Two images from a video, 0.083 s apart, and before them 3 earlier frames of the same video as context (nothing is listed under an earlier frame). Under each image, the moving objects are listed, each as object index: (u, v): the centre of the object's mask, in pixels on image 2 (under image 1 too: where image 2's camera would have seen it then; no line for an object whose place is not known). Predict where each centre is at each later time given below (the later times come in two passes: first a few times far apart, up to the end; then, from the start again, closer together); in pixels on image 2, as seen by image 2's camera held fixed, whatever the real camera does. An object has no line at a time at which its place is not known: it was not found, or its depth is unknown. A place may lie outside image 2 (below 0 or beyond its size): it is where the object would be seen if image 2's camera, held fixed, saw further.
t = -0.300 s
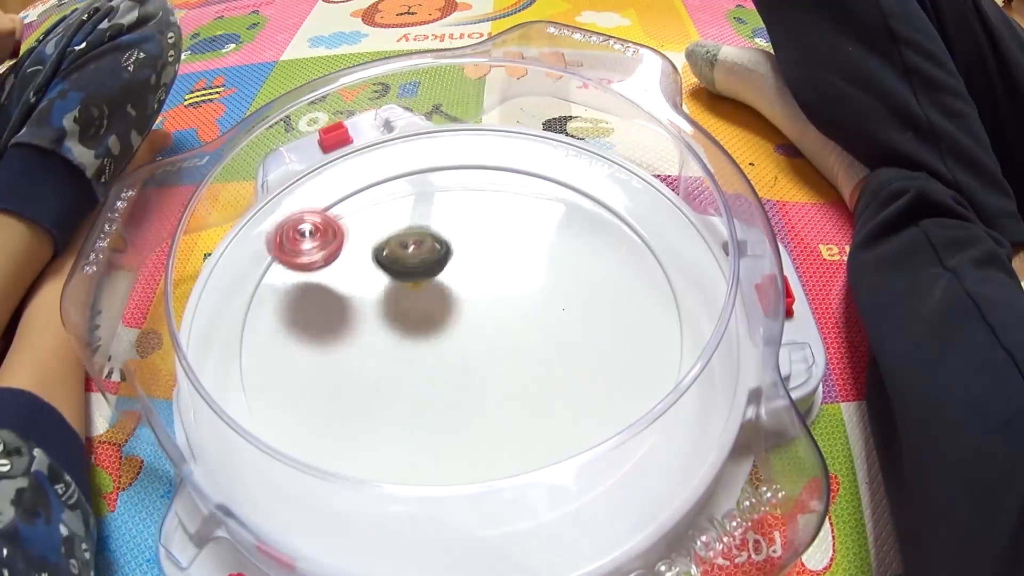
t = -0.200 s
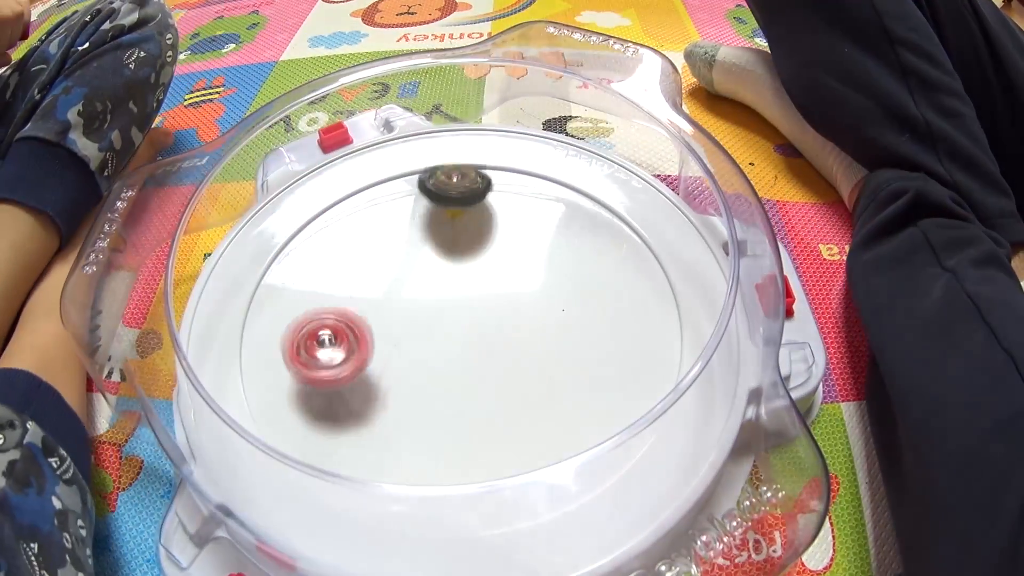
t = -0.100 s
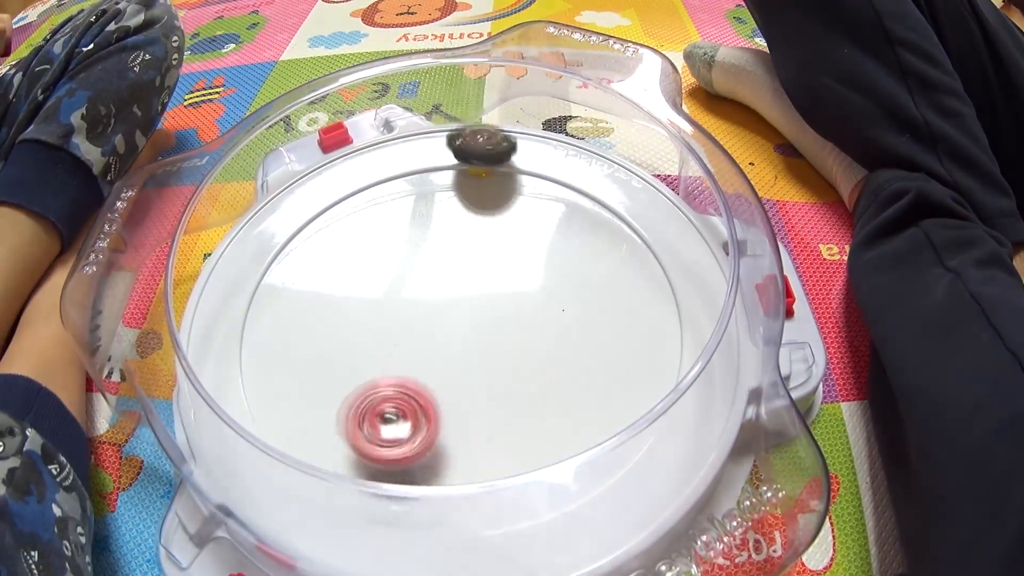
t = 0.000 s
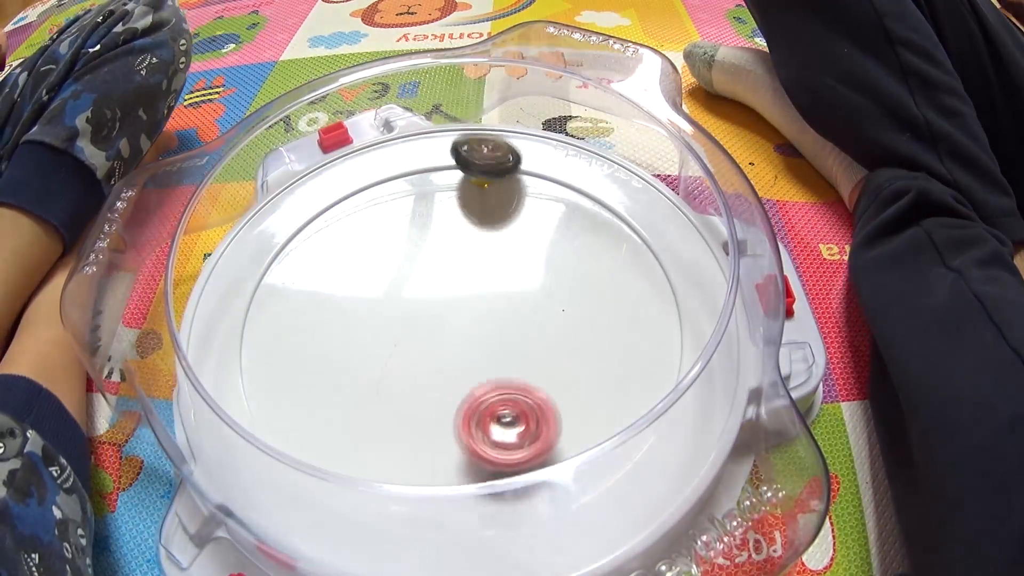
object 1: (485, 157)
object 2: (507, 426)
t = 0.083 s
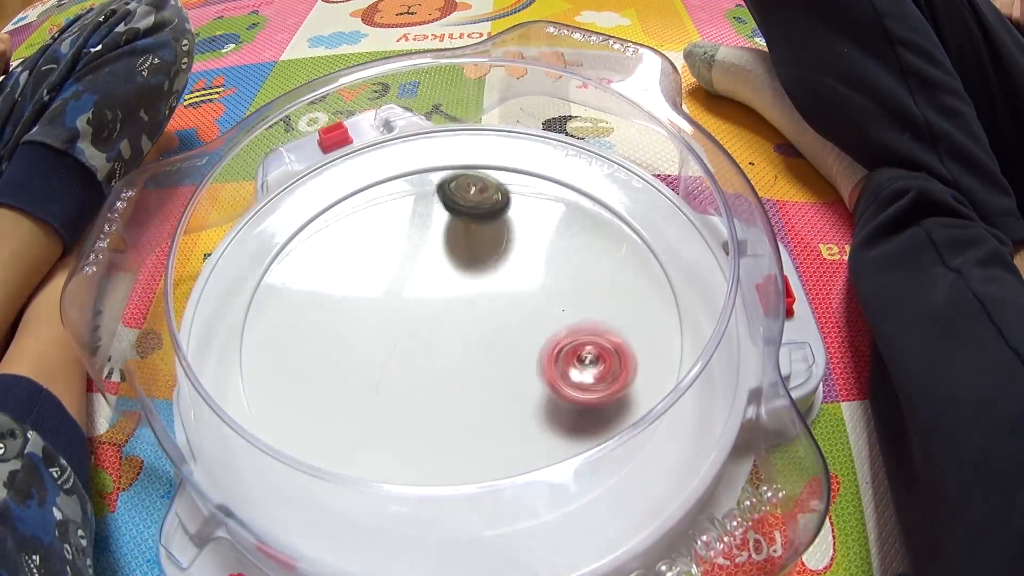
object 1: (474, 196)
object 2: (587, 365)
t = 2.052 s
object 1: (502, 307)
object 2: (450, 192)
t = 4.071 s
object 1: (423, 293)
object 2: (306, 306)
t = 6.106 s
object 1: (446, 344)
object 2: (329, 386)
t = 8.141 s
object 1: (445, 315)
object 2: (514, 256)
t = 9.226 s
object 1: (480, 318)
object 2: (386, 298)
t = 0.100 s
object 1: (469, 207)
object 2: (596, 348)
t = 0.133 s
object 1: (460, 230)
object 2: (606, 314)
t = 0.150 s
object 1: (454, 241)
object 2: (606, 297)
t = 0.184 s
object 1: (443, 263)
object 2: (600, 264)
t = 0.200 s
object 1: (437, 272)
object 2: (592, 250)
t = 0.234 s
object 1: (426, 291)
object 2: (570, 225)
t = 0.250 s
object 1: (420, 300)
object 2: (557, 213)
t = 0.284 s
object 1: (408, 313)
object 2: (525, 198)
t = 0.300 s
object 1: (403, 319)
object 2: (507, 192)
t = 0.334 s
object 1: (395, 328)
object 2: (468, 187)
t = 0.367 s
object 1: (389, 332)
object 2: (433, 188)
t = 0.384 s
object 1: (388, 334)
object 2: (415, 192)
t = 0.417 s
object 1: (389, 335)
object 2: (382, 202)
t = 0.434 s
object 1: (389, 335)
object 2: (364, 210)
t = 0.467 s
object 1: (392, 333)
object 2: (334, 231)
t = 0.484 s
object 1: (395, 333)
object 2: (322, 243)
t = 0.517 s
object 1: (400, 330)
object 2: (302, 270)
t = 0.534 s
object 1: (402, 329)
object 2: (295, 286)
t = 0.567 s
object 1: (408, 325)
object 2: (289, 318)
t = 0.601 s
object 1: (414, 322)
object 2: (294, 352)
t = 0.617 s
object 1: (417, 321)
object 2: (301, 368)
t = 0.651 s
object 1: (421, 317)
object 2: (323, 399)
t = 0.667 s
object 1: (424, 315)
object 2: (339, 413)
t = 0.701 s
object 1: (430, 311)
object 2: (378, 435)
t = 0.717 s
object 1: (432, 309)
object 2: (400, 442)
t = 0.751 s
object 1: (435, 306)
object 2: (448, 446)
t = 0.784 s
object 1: (438, 302)
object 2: (497, 441)
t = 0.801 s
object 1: (440, 300)
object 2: (520, 434)
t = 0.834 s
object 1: (441, 297)
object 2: (562, 415)
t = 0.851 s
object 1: (441, 296)
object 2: (579, 403)
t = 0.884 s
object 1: (441, 293)
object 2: (606, 373)
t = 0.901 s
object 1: (442, 291)
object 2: (616, 356)
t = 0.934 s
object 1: (443, 289)
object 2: (626, 321)
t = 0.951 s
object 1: (444, 288)
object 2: (628, 304)
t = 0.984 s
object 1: (444, 284)
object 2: (624, 273)
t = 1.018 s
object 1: (446, 282)
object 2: (609, 243)
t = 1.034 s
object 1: (447, 281)
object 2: (599, 230)
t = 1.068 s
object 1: (450, 280)
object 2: (572, 209)
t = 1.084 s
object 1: (450, 279)
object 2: (558, 200)
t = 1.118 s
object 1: (452, 277)
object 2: (527, 188)
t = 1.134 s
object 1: (453, 276)
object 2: (510, 184)
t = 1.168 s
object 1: (456, 275)
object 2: (474, 180)
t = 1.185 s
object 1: (458, 275)
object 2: (456, 181)
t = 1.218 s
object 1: (460, 275)
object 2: (423, 187)
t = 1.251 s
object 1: (461, 274)
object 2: (390, 197)
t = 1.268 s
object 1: (462, 273)
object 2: (374, 205)
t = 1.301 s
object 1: (466, 273)
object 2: (344, 225)
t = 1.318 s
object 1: (467, 273)
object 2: (331, 237)
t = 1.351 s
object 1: (470, 273)
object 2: (310, 266)
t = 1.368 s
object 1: (471, 273)
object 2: (302, 282)
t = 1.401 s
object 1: (473, 273)
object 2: (294, 314)
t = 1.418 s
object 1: (474, 273)
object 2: (294, 329)
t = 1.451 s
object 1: (477, 273)
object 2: (299, 362)
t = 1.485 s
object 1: (481, 274)
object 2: (315, 394)
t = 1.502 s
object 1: (482, 274)
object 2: (328, 410)
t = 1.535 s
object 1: (484, 276)
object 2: (365, 435)
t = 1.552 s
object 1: (485, 277)
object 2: (386, 444)
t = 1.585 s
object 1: (486, 278)
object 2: (435, 451)
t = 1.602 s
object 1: (488, 279)
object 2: (459, 451)
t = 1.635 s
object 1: (491, 280)
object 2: (505, 444)
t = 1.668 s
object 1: (493, 282)
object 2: (545, 432)
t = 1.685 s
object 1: (494, 283)
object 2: (566, 422)
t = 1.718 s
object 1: (494, 285)
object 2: (602, 396)
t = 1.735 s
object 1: (495, 285)
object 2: (615, 381)
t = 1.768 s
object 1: (496, 287)
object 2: (632, 351)
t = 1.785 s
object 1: (497, 288)
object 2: (636, 333)
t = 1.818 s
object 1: (499, 290)
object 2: (634, 299)
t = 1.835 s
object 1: (500, 291)
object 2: (630, 282)
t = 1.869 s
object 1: (501, 293)
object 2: (615, 255)
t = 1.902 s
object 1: (501, 296)
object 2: (595, 232)
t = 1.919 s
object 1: (501, 298)
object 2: (583, 223)
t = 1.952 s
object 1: (501, 299)
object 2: (555, 206)
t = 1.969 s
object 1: (500, 301)
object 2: (539, 200)
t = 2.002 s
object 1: (501, 303)
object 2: (503, 193)
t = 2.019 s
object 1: (501, 304)
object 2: (485, 191)
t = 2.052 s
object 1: (502, 307)
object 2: (450, 192)
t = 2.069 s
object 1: (502, 308)
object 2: (434, 194)
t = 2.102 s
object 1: (501, 311)
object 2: (401, 202)
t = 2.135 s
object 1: (500, 314)
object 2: (369, 218)
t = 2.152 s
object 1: (500, 315)
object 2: (354, 228)
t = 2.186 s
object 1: (499, 317)
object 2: (327, 250)
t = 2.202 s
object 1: (499, 318)
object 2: (316, 263)
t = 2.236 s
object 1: (498, 320)
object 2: (300, 290)
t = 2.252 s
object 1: (498, 322)
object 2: (295, 306)
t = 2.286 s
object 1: (498, 324)
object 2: (291, 339)
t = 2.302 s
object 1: (497, 325)
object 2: (295, 356)
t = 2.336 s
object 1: (496, 327)
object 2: (306, 386)
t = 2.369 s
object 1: (495, 329)
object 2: (324, 416)
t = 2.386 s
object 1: (494, 331)
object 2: (339, 427)
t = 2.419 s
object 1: (492, 333)
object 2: (377, 443)
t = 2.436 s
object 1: (491, 334)
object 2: (395, 447)
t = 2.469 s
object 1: (489, 336)
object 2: (441, 452)
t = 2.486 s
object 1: (488, 337)
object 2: (465, 450)
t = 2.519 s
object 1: (485, 339)
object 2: (505, 442)
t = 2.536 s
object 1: (484, 340)
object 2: (525, 436)
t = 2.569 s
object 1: (481, 341)
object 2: (563, 416)
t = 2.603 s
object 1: (478, 343)
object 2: (591, 392)
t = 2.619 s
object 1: (476, 344)
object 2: (602, 375)
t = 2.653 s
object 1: (473, 344)
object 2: (611, 344)
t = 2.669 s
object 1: (471, 344)
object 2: (615, 328)
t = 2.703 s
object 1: (468, 345)
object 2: (612, 298)
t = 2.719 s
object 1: (467, 346)
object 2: (608, 284)
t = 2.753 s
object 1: (463, 347)
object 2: (592, 255)
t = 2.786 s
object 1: (460, 348)
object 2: (572, 236)
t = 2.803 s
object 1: (459, 348)
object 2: (560, 228)
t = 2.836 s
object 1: (455, 349)
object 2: (533, 213)
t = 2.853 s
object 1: (453, 349)
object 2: (517, 207)
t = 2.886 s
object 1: (450, 349)
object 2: (485, 201)
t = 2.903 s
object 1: (449, 350)
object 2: (468, 200)
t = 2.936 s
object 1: (446, 350)
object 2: (436, 200)
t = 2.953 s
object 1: (444, 350)
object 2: (421, 202)
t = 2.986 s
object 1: (441, 351)
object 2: (390, 211)
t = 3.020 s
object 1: (438, 351)
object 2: (360, 225)
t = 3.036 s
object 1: (437, 350)
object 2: (347, 235)
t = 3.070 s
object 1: (434, 350)
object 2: (326, 256)
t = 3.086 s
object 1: (432, 350)
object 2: (316, 267)
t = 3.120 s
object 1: (430, 349)
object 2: (303, 293)
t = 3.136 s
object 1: (428, 349)
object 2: (298, 307)
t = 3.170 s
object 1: (426, 348)
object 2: (298, 334)
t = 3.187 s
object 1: (424, 347)
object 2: (301, 348)
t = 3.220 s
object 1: (422, 347)
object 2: (309, 375)
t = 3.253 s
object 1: (420, 345)
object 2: (329, 400)
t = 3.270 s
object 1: (419, 345)
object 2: (340, 412)
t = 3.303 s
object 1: (416, 343)
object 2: (375, 430)
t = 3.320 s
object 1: (416, 342)
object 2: (391, 434)
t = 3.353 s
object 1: (414, 341)
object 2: (432, 442)
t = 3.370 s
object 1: (413, 340)
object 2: (452, 440)
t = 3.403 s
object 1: (411, 338)
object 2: (495, 434)
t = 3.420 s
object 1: (411, 337)
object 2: (512, 426)
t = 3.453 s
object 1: (409, 335)
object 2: (547, 411)
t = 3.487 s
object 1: (408, 333)
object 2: (574, 388)
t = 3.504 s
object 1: (408, 332)
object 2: (586, 372)
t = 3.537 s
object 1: (407, 330)
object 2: (599, 347)
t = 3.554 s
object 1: (407, 329)
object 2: (603, 332)
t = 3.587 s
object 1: (406, 327)
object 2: (607, 303)
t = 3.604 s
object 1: (406, 325)
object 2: (603, 289)
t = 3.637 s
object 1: (406, 323)
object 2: (595, 265)
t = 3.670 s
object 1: (407, 321)
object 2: (582, 243)
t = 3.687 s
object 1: (407, 320)
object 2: (572, 233)
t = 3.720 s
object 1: (407, 317)
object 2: (551, 217)
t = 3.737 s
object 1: (408, 316)
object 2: (539, 211)
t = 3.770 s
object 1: (409, 314)
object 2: (512, 199)
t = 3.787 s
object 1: (409, 312)
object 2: (498, 196)
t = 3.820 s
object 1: (411, 310)
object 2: (468, 193)
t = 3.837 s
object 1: (411, 308)
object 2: (454, 192)
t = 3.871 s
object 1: (413, 306)
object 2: (424, 195)
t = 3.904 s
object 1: (414, 304)
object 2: (398, 204)
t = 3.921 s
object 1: (415, 302)
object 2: (385, 209)
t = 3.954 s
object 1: (416, 300)
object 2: (357, 225)
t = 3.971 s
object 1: (417, 298)
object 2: (346, 234)
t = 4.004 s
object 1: (419, 297)
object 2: (327, 256)
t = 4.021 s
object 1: (420, 296)
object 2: (320, 267)
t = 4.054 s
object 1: (422, 293)
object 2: (309, 292)
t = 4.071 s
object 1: (423, 293)
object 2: (306, 306)
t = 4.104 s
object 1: (425, 291)
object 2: (308, 331)
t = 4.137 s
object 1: (428, 289)
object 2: (314, 358)
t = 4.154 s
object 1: (429, 289)
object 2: (321, 371)
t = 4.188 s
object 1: (432, 287)
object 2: (342, 396)
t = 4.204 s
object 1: (433, 286)
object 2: (353, 405)
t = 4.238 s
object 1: (436, 284)
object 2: (384, 423)
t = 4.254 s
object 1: (437, 283)
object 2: (401, 430)
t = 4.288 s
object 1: (439, 282)
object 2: (438, 435)
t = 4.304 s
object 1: (440, 282)
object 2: (457, 437)
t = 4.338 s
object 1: (443, 281)
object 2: (497, 432)
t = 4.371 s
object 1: (445, 280)
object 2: (532, 420)
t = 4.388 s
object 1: (447, 280)
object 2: (550, 412)
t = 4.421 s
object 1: (450, 280)
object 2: (579, 391)
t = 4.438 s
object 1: (451, 280)
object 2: (588, 377)
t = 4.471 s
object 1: (455, 279)
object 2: (605, 352)
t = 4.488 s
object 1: (456, 279)
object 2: (611, 340)
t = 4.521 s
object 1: (459, 278)
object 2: (614, 312)
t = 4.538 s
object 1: (461, 279)
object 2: (615, 298)
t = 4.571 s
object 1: (463, 279)
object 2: (609, 273)
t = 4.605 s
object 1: (466, 279)
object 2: (596, 252)
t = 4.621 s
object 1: (467, 279)
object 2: (589, 242)
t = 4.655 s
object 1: (470, 280)
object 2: (569, 225)
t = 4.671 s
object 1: (471, 280)
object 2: (558, 218)
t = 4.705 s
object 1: (475, 281)
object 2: (533, 207)
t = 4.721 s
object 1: (476, 282)
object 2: (518, 204)
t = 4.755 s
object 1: (479, 283)
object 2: (489, 200)
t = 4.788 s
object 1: (482, 283)
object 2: (459, 199)
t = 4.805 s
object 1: (483, 284)
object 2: (444, 199)
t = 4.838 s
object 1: (484, 285)
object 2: (418, 207)
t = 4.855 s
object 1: (485, 286)
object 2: (405, 211)
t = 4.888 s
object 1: (488, 289)
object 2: (379, 225)
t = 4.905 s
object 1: (489, 289)
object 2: (366, 234)
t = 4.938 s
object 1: (491, 291)
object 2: (345, 251)
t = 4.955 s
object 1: (492, 291)
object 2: (336, 263)
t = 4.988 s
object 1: (494, 293)
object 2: (323, 286)
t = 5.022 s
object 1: (495, 295)
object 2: (314, 310)
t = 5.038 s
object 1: (495, 296)
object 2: (312, 323)
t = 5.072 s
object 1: (496, 299)
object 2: (313, 348)
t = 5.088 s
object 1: (497, 300)
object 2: (318, 362)
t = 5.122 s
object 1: (499, 302)
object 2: (332, 387)
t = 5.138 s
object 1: (499, 303)
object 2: (339, 398)
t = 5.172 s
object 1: (500, 305)
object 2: (363, 418)
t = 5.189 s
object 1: (500, 306)
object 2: (380, 428)
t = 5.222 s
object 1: (499, 309)
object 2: (411, 439)
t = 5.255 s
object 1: (499, 312)
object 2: (448, 443)
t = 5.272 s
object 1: (500, 313)
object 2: (464, 440)
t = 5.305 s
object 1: (500, 315)
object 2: (499, 436)
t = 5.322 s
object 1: (500, 316)
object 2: (520, 430)
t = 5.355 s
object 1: (499, 319)
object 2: (549, 415)
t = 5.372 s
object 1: (499, 320)
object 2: (563, 407)
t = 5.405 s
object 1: (497, 322)
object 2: (583, 383)
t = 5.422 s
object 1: (497, 324)
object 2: (593, 369)
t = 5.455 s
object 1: (497, 326)
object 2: (602, 342)
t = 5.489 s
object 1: (496, 328)
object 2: (605, 317)
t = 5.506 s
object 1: (496, 329)
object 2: (605, 304)
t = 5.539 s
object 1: (493, 331)
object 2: (596, 281)
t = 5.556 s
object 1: (492, 332)
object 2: (590, 270)
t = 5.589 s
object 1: (490, 335)
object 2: (575, 251)
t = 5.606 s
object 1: (490, 335)
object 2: (565, 243)
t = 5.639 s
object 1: (488, 337)
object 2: (544, 228)
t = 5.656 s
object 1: (487, 338)
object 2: (532, 222)
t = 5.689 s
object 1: (483, 339)
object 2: (505, 214)
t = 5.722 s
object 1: (481, 341)
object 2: (478, 210)
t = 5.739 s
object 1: (480, 341)
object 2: (464, 209)
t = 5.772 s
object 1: (478, 343)
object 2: (436, 210)
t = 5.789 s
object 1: (476, 342)
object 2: (423, 214)
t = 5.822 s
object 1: (473, 343)
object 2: (397, 219)
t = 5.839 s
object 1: (471, 344)
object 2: (384, 226)
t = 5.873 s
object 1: (468, 345)
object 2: (360, 238)
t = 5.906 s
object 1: (466, 345)
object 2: (340, 256)
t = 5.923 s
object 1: (464, 345)
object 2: (332, 265)
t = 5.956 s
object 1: (460, 345)
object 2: (318, 286)
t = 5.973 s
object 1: (458, 345)
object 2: (315, 298)
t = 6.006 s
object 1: (456, 346)
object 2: (308, 320)
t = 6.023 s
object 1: (454, 346)
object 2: (308, 332)
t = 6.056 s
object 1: (452, 345)
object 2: (311, 354)
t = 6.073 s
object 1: (450, 344)
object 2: (315, 365)
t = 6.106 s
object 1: (446, 344)
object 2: (329, 386)
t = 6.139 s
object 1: (443, 343)
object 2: (349, 405)
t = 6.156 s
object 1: (443, 343)
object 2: (361, 410)
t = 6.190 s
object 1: (440, 341)
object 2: (387, 423)
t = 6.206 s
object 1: (438, 341)
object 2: (405, 427)
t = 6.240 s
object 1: (435, 340)
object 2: (434, 431)
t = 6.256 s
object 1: (434, 339)
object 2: (450, 432)
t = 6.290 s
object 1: (432, 337)
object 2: (482, 426)
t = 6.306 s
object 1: (431, 336)
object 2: (496, 421)
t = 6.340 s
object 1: (428, 335)
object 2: (523, 409)
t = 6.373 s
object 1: (426, 334)
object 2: (548, 390)
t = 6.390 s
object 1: (425, 333)
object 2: (555, 382)
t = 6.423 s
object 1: (424, 330)
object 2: (574, 360)
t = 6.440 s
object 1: (422, 329)
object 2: (576, 349)
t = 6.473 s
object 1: (420, 327)
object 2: (585, 328)
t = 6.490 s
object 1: (420, 326)
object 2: (584, 315)
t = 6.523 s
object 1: (419, 325)
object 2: (584, 296)
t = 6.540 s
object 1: (418, 323)
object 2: (580, 284)
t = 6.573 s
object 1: (417, 322)
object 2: (572, 267)
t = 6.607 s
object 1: (417, 320)
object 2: (559, 250)
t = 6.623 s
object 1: (417, 319)
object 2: (552, 243)
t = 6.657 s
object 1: (416, 316)
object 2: (534, 230)
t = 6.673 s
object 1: (415, 315)
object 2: (525, 226)
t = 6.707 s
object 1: (416, 313)
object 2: (504, 218)
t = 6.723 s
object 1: (416, 312)
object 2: (492, 215)
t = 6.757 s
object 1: (416, 309)
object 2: (469, 212)
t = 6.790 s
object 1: (416, 307)
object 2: (448, 211)
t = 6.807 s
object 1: (417, 307)
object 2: (438, 212)
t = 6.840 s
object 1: (419, 305)
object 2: (418, 216)
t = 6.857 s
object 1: (418, 304)
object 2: (406, 220)
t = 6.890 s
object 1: (419, 302)
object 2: (390, 228)
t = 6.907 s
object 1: (421, 301)
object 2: (379, 234)
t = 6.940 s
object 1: (422, 298)
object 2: (365, 246)
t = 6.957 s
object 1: (422, 297)
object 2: (356, 255)
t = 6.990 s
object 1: (424, 297)
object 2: (345, 270)
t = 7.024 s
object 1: (428, 295)
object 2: (333, 287)
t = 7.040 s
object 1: (430, 294)
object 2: (330, 295)
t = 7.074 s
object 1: (432, 292)
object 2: (325, 314)
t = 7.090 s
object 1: (434, 291)
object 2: (326, 322)
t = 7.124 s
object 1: (439, 289)
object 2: (328, 340)
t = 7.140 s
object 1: (440, 287)
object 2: (333, 348)
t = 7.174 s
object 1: (443, 286)
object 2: (341, 365)
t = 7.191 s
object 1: (445, 285)
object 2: (349, 372)
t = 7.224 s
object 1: (449, 282)
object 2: (364, 387)
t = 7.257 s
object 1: (451, 281)
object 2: (385, 397)
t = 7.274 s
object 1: (452, 280)
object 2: (395, 402)
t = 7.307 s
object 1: (456, 278)
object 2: (420, 406)
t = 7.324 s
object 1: (457, 277)
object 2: (431, 407)
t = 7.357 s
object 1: (460, 277)
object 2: (457, 405)
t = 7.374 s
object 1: (462, 276)
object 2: (469, 404)
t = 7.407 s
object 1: (465, 275)
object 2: (492, 396)
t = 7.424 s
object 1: (465, 275)
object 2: (504, 393)
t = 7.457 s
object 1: (468, 275)
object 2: (522, 380)
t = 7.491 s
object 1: (471, 274)
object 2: (538, 368)
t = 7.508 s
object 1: (471, 274)
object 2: (545, 359)
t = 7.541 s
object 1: (474, 275)
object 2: (557, 345)
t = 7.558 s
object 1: (475, 275)
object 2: (560, 337)
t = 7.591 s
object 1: (477, 275)
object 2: (565, 320)
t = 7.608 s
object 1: (477, 276)
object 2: (566, 313)
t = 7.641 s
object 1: (479, 278)
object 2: (565, 296)
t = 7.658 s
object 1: (478, 276)
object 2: (567, 290)
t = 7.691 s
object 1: (471, 274)
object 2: (568, 282)
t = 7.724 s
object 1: (468, 274)
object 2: (566, 272)
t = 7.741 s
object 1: (467, 274)
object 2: (565, 269)
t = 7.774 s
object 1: (462, 276)
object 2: (560, 265)
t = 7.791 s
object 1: (460, 277)
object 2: (556, 262)
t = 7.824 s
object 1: (458, 279)
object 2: (553, 260)
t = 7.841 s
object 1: (456, 280)
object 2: (549, 259)
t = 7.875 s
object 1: (453, 284)
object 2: (544, 257)
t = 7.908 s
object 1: (451, 287)
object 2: (540, 257)
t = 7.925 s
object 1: (449, 289)
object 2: (537, 257)
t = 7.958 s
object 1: (448, 293)
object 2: (534, 256)
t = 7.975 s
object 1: (448, 294)
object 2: (532, 257)
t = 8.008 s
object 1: (445, 299)
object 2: (528, 257)
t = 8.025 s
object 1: (445, 301)
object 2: (526, 256)
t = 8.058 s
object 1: (445, 305)
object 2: (523, 256)
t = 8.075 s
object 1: (444, 307)
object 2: (522, 257)
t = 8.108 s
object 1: (444, 312)
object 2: (517, 257)
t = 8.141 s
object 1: (445, 315)
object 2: (514, 256)
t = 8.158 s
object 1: (445, 317)
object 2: (512, 257)
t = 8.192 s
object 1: (446, 322)
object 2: (506, 257)
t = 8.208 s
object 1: (446, 324)
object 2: (505, 257)
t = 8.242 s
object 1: (447, 327)
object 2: (498, 259)
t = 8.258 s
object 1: (448, 329)
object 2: (494, 259)
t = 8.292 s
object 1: (450, 332)
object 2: (488, 260)
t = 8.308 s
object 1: (450, 334)
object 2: (485, 261)
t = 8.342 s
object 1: (452, 337)
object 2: (477, 263)
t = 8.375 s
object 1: (454, 339)
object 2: (471, 265)
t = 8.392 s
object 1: (455, 342)
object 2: (468, 266)
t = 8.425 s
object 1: (459, 344)
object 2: (460, 269)
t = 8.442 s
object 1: (459, 344)
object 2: (456, 270)
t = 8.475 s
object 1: (462, 347)
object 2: (449, 273)
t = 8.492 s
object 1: (464, 347)
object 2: (447, 274)
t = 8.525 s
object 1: (466, 347)
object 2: (439, 277)
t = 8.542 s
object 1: (468, 348)
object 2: (435, 278)
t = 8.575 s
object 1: (471, 347)
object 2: (431, 282)
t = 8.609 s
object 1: (472, 347)
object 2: (425, 286)
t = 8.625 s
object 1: (474, 347)
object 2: (422, 287)
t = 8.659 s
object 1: (475, 345)
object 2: (419, 290)
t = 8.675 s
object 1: (476, 345)
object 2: (417, 291)
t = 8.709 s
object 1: (477, 344)
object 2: (414, 293)
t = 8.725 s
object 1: (481, 346)
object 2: (410, 291)
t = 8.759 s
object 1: (486, 348)
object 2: (403, 289)
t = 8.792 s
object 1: (490, 349)
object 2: (399, 289)
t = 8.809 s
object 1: (491, 348)
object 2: (395, 291)
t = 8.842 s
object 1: (494, 348)
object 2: (390, 290)
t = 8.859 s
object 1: (495, 347)
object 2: (388, 291)
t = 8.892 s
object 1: (496, 346)
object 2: (386, 291)
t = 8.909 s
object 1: (497, 345)
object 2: (387, 291)
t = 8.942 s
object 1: (497, 343)
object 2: (385, 292)
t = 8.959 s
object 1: (497, 342)
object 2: (384, 292)
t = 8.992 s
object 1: (497, 339)
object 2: (383, 292)
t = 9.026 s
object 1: (495, 336)
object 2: (384, 293)
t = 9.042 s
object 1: (495, 335)
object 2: (383, 294)
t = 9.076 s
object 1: (494, 331)
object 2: (383, 295)
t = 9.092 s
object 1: (492, 330)
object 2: (383, 295)
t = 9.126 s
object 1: (490, 326)
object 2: (382, 295)
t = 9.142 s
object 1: (489, 325)
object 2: (384, 296)
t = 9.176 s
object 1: (486, 322)
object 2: (385, 298)
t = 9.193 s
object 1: (484, 321)
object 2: (385, 298)
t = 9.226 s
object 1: (480, 318)
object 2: (386, 298)
